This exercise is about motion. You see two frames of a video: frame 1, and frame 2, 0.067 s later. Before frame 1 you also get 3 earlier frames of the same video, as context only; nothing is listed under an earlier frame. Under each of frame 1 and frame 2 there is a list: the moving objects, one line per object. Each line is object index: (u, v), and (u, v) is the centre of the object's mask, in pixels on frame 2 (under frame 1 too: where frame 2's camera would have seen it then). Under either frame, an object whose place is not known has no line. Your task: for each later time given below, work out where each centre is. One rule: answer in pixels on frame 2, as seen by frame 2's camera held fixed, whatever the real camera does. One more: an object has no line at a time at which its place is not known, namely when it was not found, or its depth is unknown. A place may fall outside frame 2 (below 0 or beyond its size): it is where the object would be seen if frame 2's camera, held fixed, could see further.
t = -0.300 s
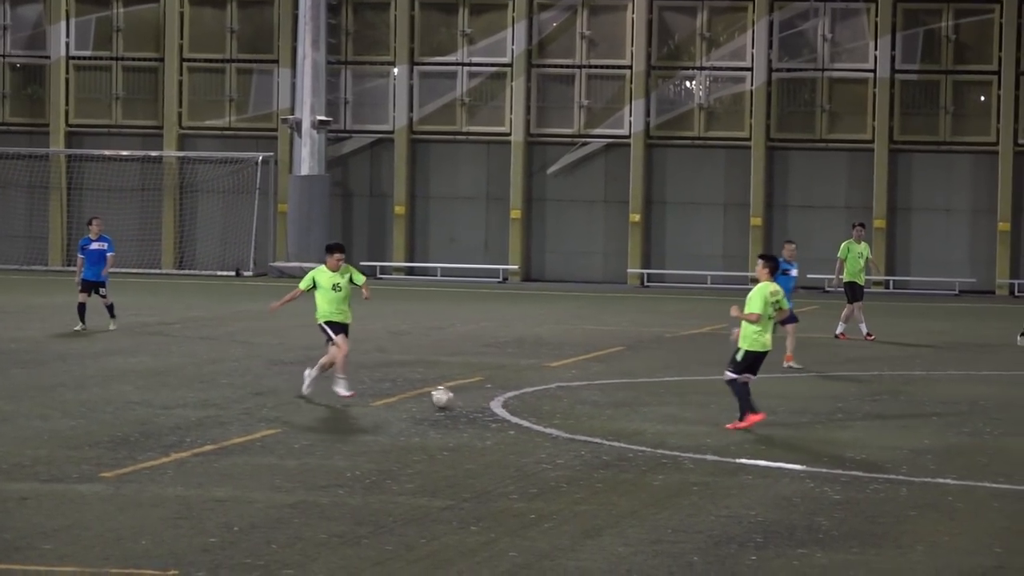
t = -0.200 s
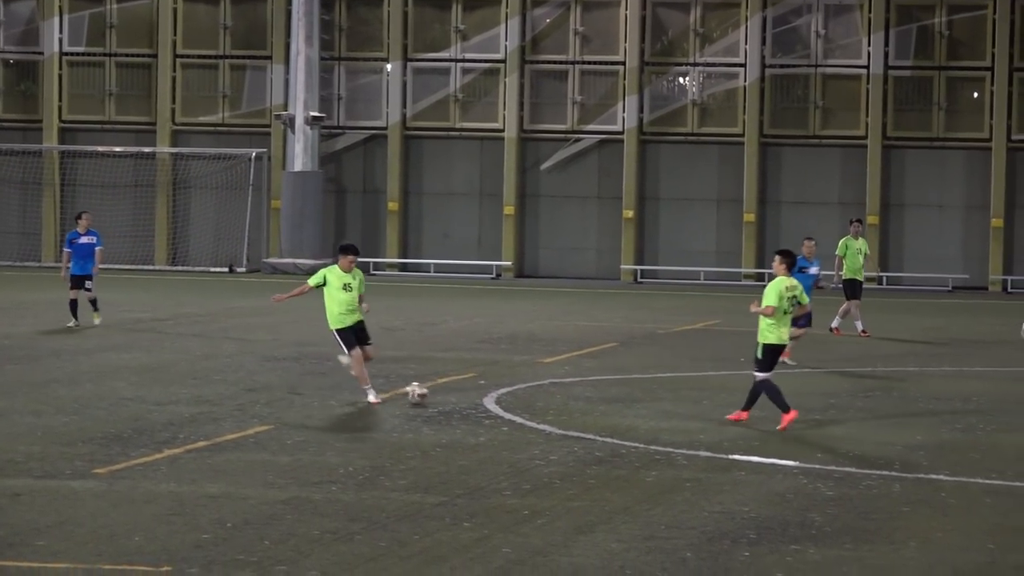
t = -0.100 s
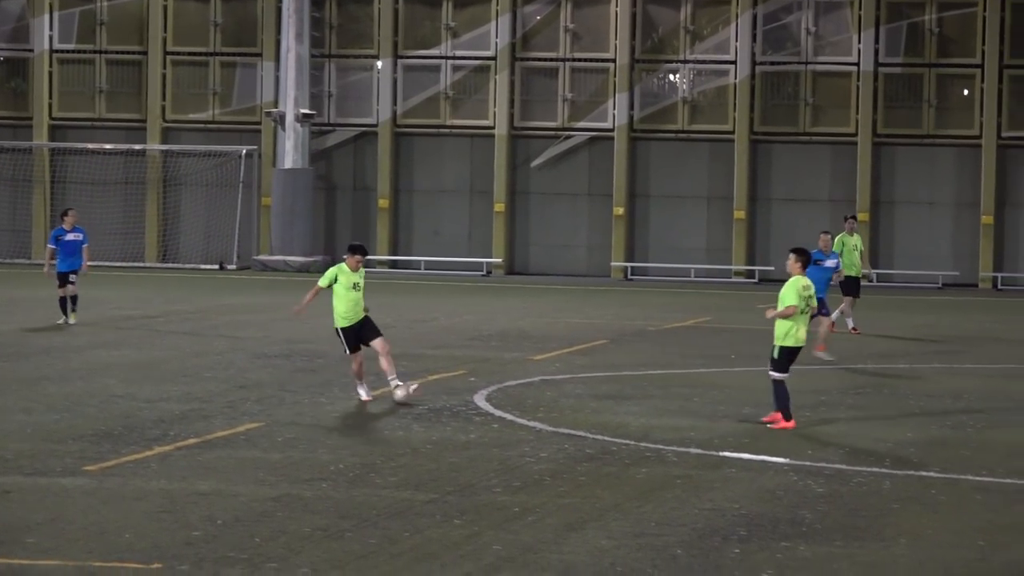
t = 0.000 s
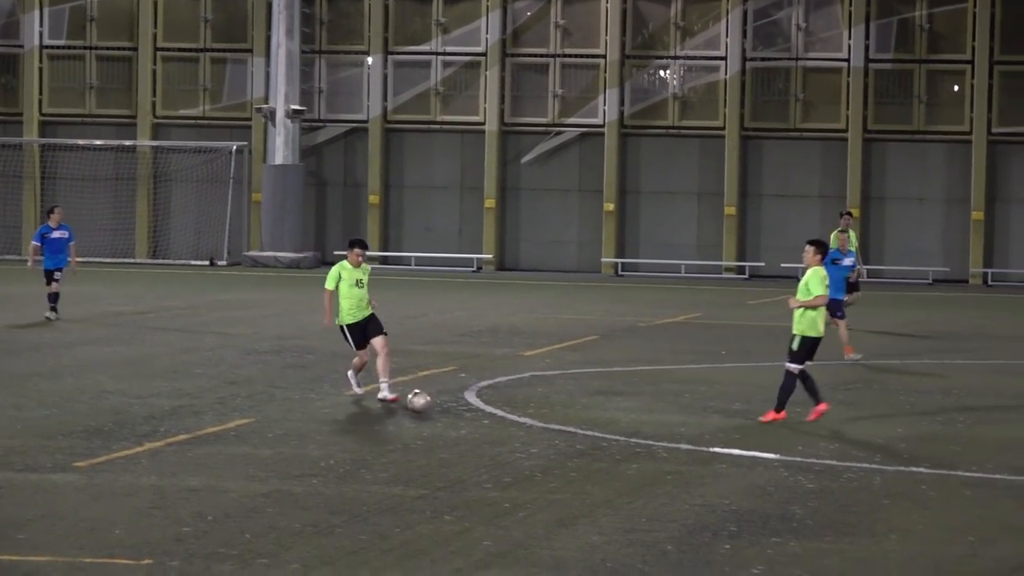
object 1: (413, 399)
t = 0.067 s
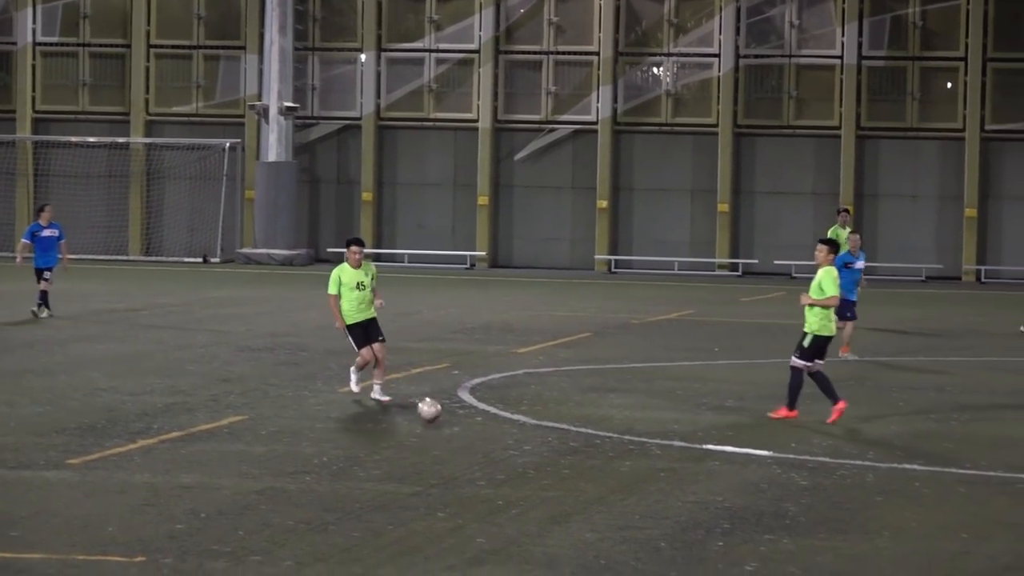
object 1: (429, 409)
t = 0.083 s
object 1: (432, 414)
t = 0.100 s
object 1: (436, 416)
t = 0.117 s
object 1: (440, 417)
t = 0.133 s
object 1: (443, 419)
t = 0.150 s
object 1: (446, 420)
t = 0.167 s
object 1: (449, 422)
